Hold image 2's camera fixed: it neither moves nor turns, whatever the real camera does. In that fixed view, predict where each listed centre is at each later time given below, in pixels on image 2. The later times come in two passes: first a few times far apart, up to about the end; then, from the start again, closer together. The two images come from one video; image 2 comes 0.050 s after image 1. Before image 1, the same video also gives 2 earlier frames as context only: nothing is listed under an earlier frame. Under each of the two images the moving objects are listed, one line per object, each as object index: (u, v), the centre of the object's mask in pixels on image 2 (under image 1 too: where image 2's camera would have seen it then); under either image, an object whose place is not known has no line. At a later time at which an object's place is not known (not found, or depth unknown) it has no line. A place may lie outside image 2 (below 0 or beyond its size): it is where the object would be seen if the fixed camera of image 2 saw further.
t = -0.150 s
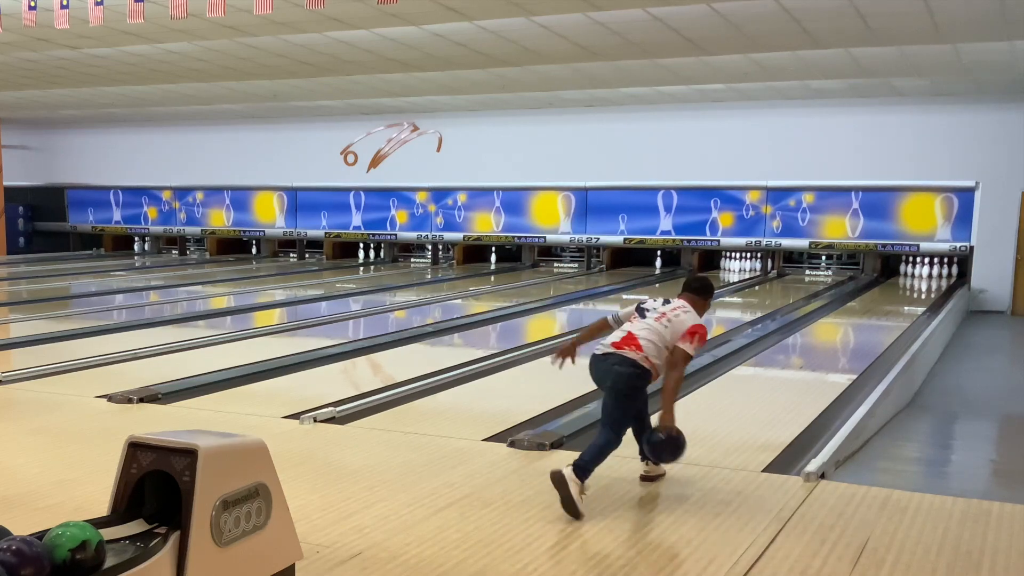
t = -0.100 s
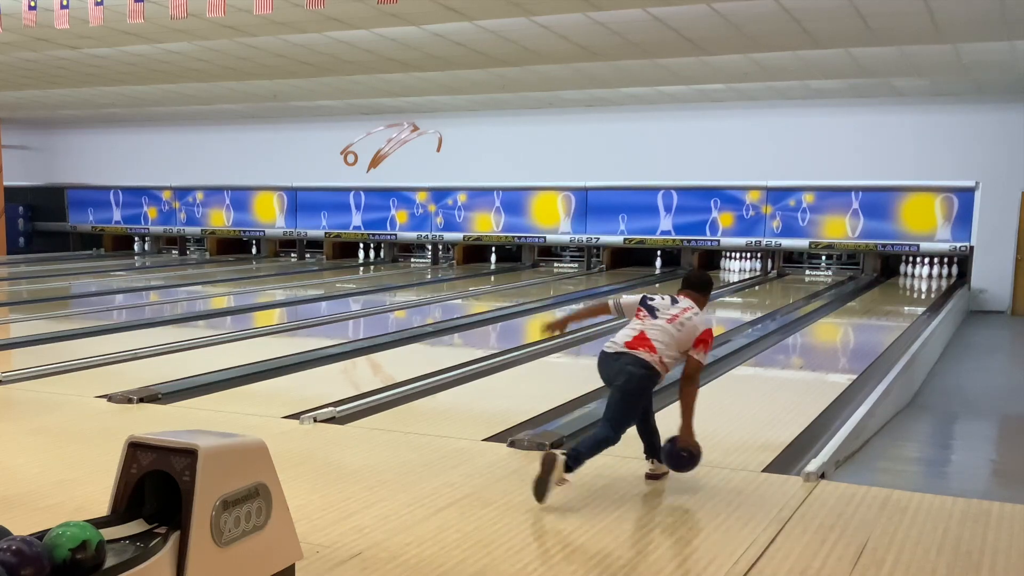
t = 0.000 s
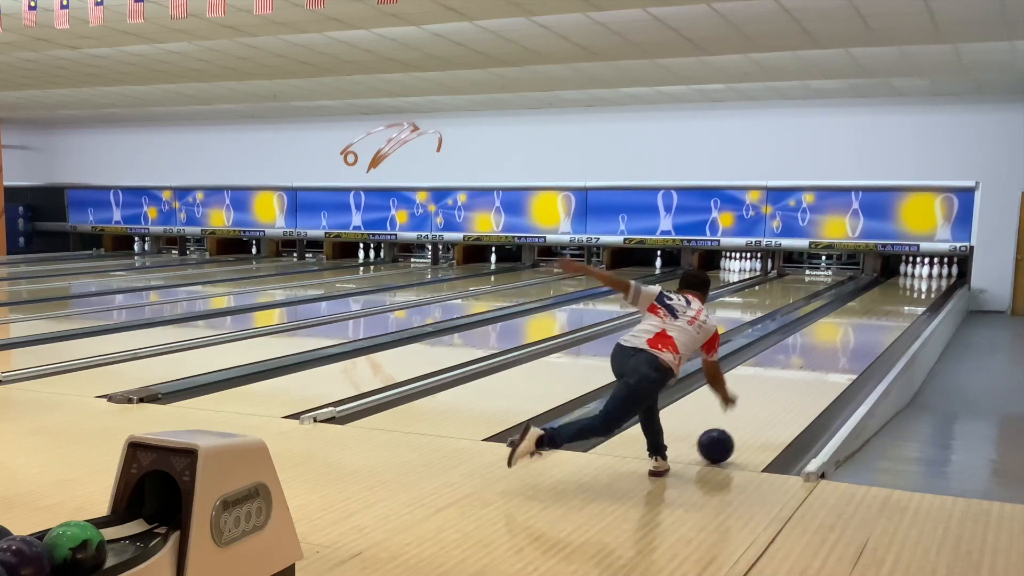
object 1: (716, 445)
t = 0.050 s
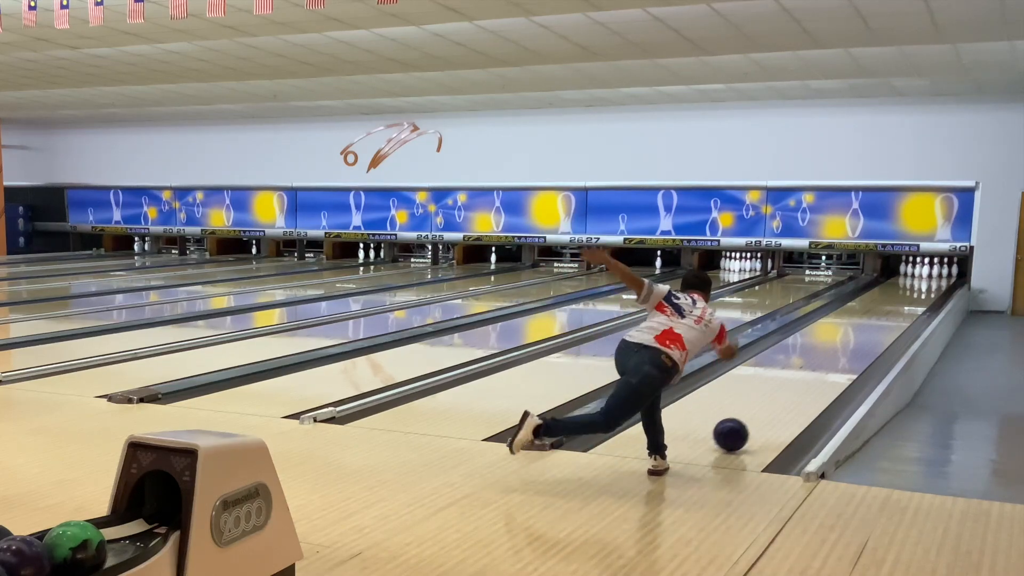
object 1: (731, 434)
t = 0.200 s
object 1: (769, 407)
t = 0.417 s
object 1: (810, 376)
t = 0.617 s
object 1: (838, 354)
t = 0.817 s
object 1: (860, 337)
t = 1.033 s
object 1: (879, 322)
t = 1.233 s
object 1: (893, 311)
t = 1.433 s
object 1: (904, 302)
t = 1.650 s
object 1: (913, 294)
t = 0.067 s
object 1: (735, 431)
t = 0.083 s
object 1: (740, 428)
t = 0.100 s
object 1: (745, 425)
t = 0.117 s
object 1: (749, 422)
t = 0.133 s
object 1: (753, 419)
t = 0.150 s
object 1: (757, 415)
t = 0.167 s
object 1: (761, 413)
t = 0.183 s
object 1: (765, 410)
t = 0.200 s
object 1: (769, 407)
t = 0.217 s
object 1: (772, 404)
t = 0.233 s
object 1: (776, 401)
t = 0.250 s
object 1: (779, 399)
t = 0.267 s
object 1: (783, 396)
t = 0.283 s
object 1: (786, 394)
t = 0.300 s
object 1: (789, 391)
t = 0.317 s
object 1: (793, 389)
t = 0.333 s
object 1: (796, 387)
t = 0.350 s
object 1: (799, 384)
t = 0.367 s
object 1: (802, 382)
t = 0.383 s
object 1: (804, 380)
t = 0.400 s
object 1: (807, 378)
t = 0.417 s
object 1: (810, 376)
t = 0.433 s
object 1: (813, 374)
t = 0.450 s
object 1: (815, 372)
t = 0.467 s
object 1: (818, 370)
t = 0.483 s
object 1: (820, 368)
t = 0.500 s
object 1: (823, 366)
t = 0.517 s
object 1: (825, 364)
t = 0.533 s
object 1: (827, 362)
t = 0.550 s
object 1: (830, 361)
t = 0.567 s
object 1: (832, 359)
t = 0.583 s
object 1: (834, 357)
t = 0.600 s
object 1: (836, 356)
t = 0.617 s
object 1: (838, 354)
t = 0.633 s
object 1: (840, 353)
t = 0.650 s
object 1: (842, 351)
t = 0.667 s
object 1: (844, 350)
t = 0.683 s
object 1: (846, 348)
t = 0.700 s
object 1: (848, 347)
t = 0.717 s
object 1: (850, 345)
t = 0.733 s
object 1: (852, 344)
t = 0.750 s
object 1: (853, 343)
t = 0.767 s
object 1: (855, 341)
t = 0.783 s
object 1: (857, 340)
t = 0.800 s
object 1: (859, 339)
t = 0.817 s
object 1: (860, 337)
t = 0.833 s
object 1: (862, 336)
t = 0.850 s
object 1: (863, 335)
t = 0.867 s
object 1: (865, 333)
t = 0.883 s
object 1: (867, 332)
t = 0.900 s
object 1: (868, 331)
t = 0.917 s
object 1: (870, 330)
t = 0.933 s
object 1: (871, 329)
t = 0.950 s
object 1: (872, 328)
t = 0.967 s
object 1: (874, 327)
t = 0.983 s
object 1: (875, 325)
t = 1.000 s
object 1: (876, 325)
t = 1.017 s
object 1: (878, 323)
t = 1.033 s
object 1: (879, 322)
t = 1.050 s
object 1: (880, 321)
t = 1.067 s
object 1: (882, 320)
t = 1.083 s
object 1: (883, 319)
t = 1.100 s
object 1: (884, 318)
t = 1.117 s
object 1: (885, 317)
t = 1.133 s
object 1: (886, 317)
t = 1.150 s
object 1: (887, 316)
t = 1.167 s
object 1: (888, 315)
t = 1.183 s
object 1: (890, 314)
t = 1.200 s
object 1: (891, 313)
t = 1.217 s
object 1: (892, 312)
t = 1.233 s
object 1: (893, 311)
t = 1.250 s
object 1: (894, 310)
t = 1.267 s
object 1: (895, 310)
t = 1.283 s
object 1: (896, 309)
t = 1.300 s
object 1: (897, 308)
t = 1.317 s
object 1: (898, 307)
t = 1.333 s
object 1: (899, 306)
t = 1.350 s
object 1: (900, 306)
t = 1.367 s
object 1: (901, 305)
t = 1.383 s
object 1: (902, 304)
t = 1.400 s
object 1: (902, 303)
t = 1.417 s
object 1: (903, 303)
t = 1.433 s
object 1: (904, 302)
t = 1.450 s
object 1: (905, 301)
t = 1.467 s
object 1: (906, 300)
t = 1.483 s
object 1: (907, 300)
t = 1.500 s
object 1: (907, 299)
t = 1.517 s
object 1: (908, 298)
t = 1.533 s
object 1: (909, 298)
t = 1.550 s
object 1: (910, 297)
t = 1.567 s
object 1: (910, 297)
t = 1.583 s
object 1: (911, 296)
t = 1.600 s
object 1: (912, 295)
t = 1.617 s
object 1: (913, 294)
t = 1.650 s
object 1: (913, 294)
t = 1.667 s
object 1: (914, 293)
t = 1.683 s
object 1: (915, 292)
